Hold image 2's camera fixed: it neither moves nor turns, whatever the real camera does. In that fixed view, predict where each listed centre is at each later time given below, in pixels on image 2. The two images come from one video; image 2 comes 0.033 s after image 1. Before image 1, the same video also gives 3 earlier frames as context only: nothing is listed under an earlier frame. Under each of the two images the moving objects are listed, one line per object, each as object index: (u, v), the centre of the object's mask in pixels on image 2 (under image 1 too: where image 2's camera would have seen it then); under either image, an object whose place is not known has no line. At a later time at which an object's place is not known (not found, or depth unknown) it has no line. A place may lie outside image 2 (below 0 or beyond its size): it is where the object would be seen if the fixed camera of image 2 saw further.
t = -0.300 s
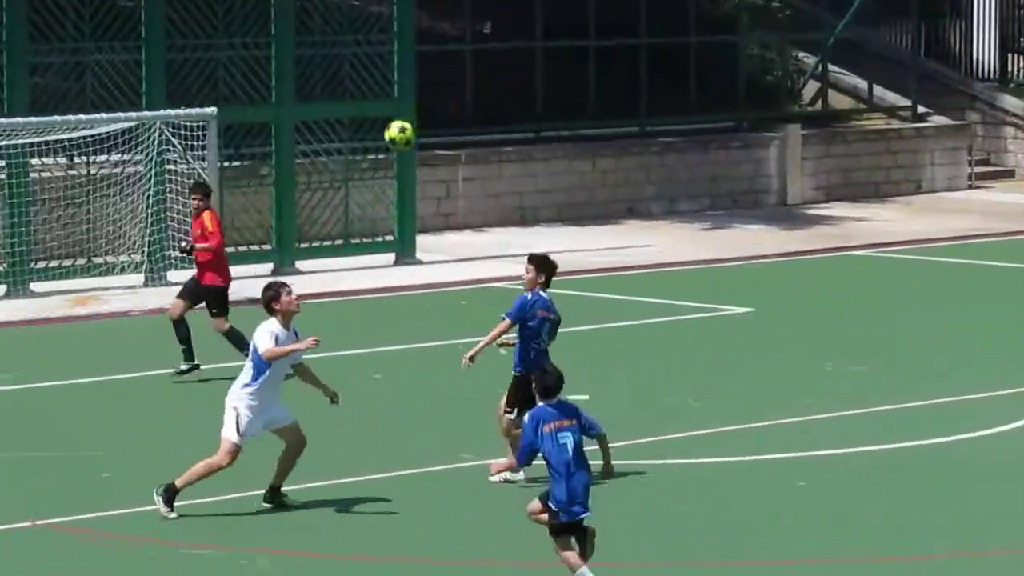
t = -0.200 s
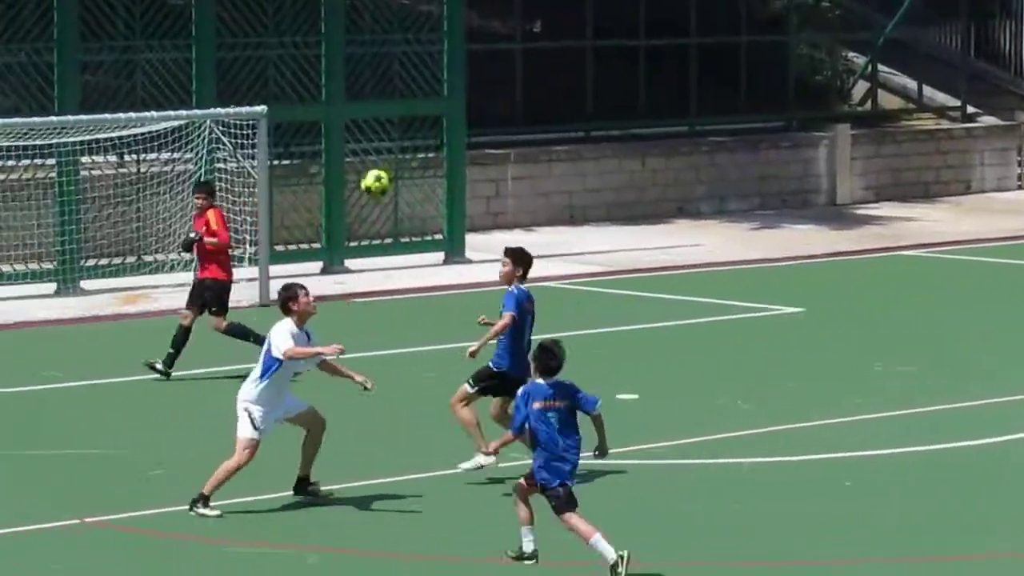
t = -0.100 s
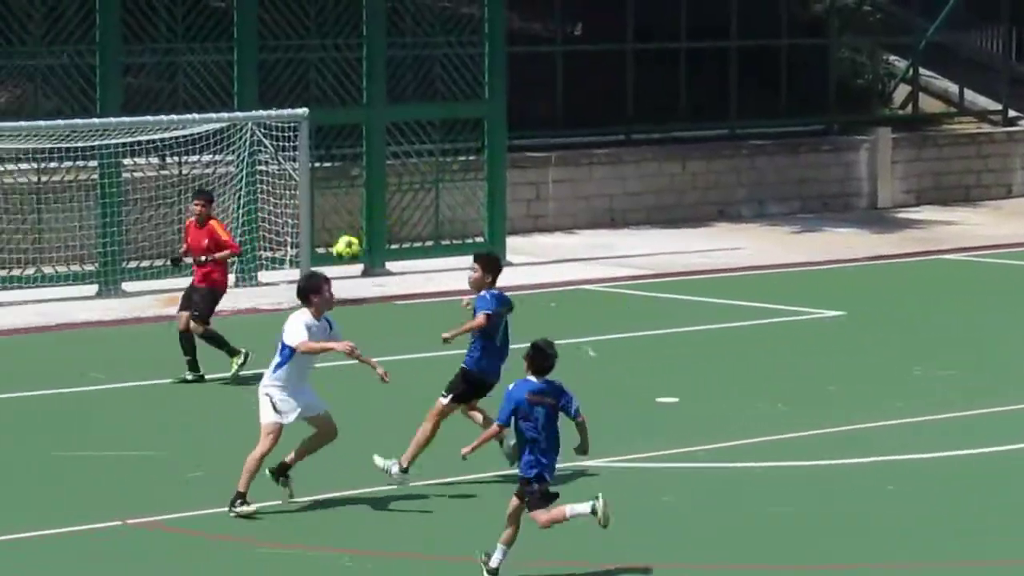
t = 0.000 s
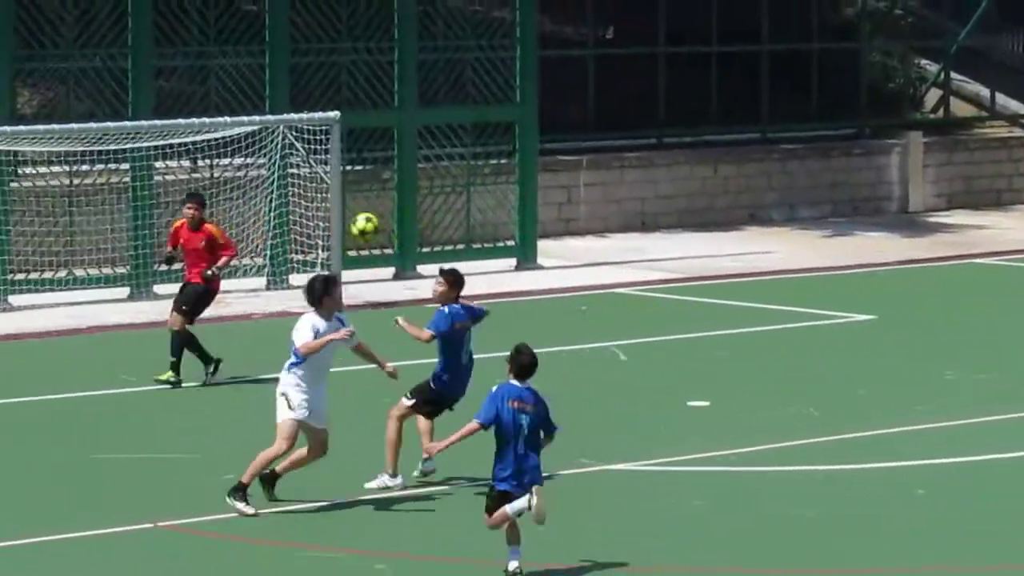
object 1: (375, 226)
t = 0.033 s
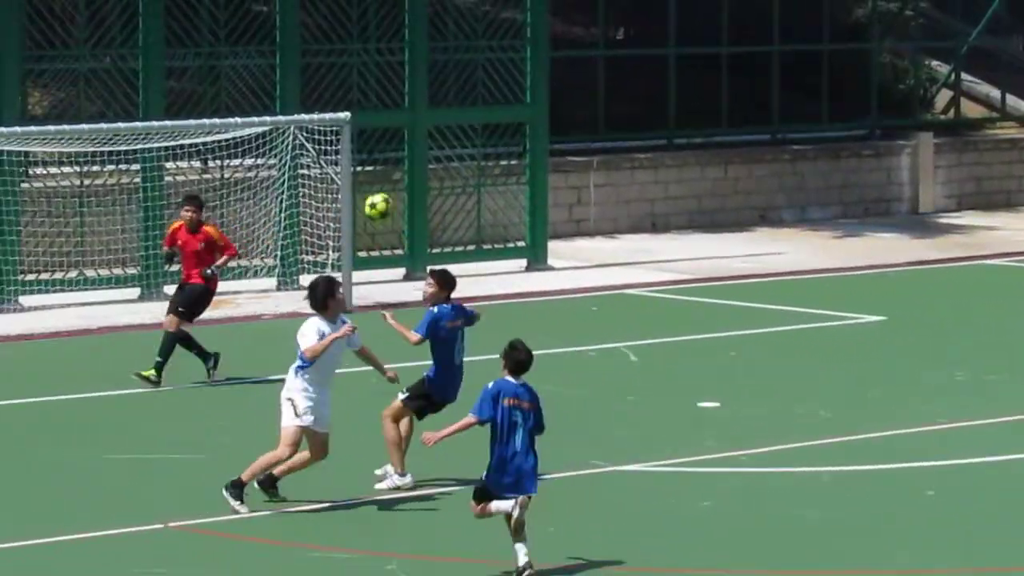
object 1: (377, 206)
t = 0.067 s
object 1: (381, 187)
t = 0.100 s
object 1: (384, 171)
